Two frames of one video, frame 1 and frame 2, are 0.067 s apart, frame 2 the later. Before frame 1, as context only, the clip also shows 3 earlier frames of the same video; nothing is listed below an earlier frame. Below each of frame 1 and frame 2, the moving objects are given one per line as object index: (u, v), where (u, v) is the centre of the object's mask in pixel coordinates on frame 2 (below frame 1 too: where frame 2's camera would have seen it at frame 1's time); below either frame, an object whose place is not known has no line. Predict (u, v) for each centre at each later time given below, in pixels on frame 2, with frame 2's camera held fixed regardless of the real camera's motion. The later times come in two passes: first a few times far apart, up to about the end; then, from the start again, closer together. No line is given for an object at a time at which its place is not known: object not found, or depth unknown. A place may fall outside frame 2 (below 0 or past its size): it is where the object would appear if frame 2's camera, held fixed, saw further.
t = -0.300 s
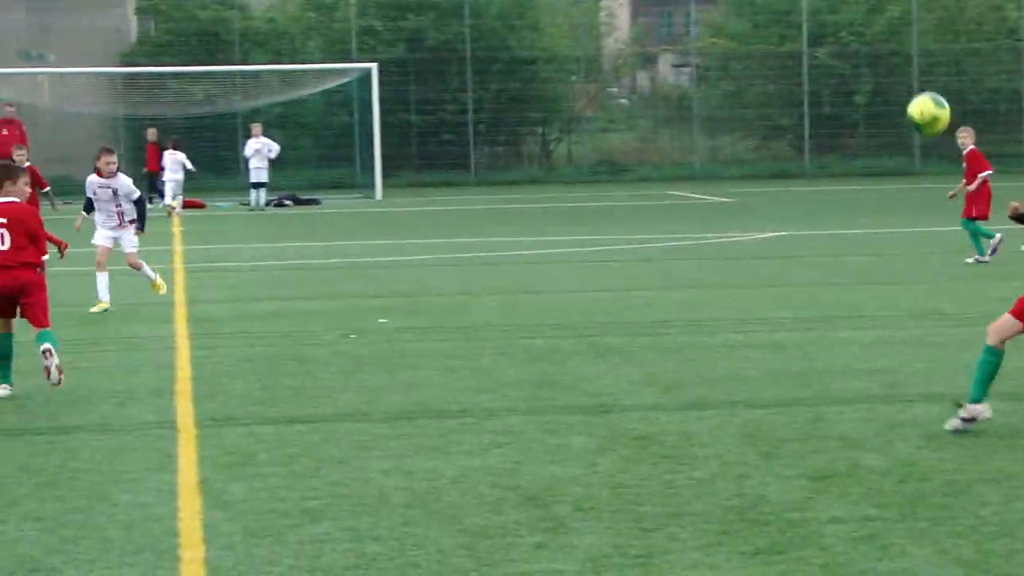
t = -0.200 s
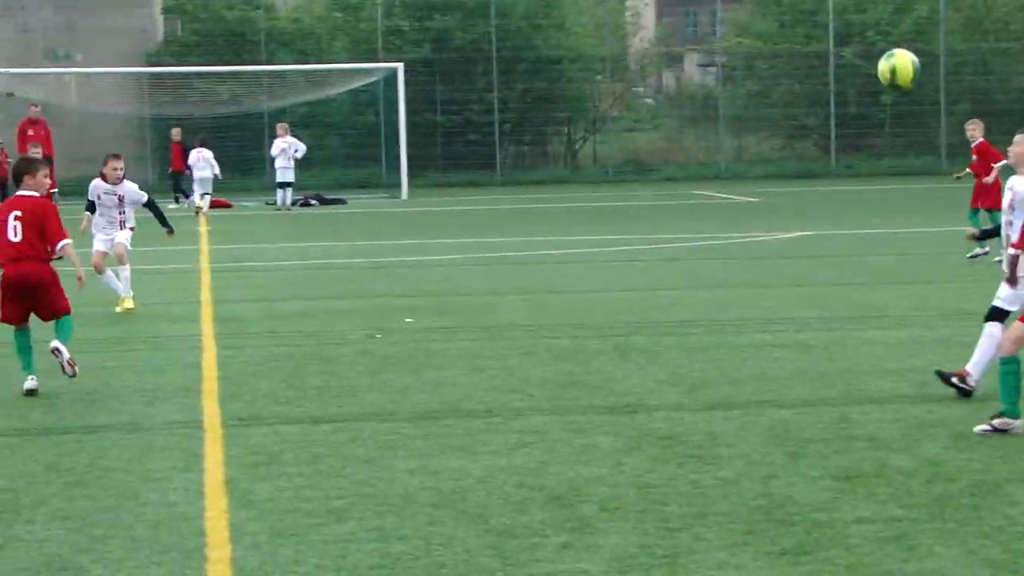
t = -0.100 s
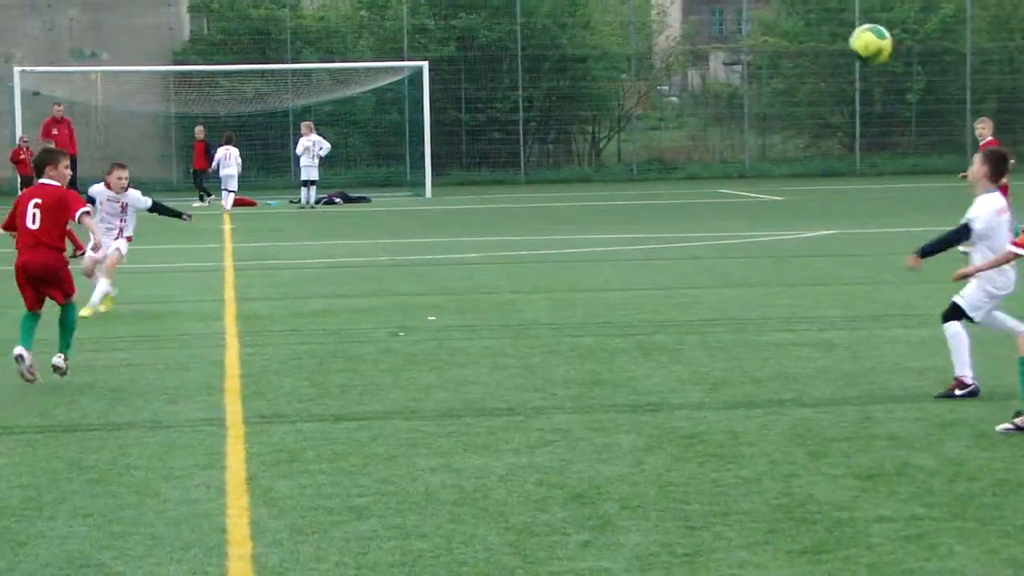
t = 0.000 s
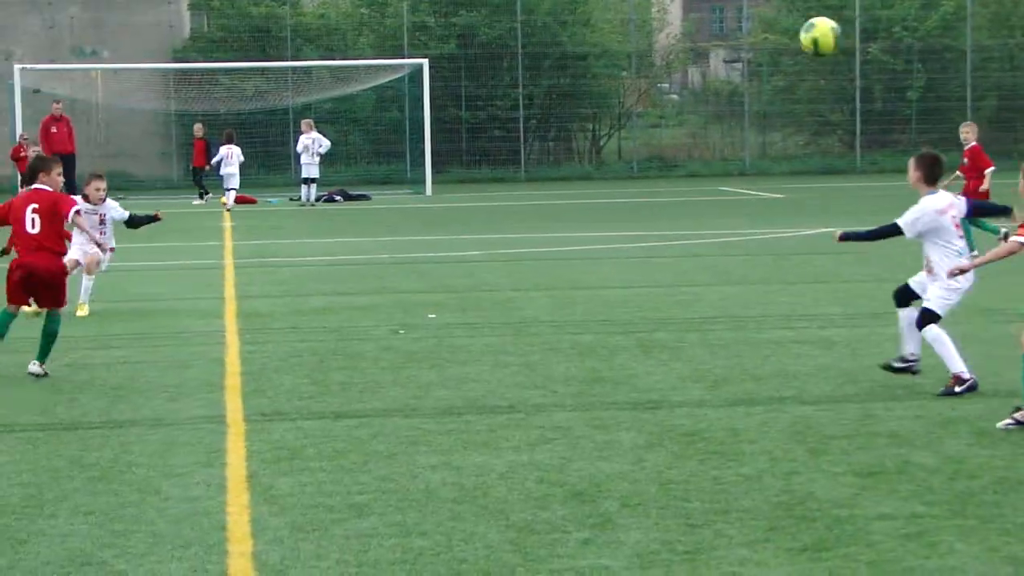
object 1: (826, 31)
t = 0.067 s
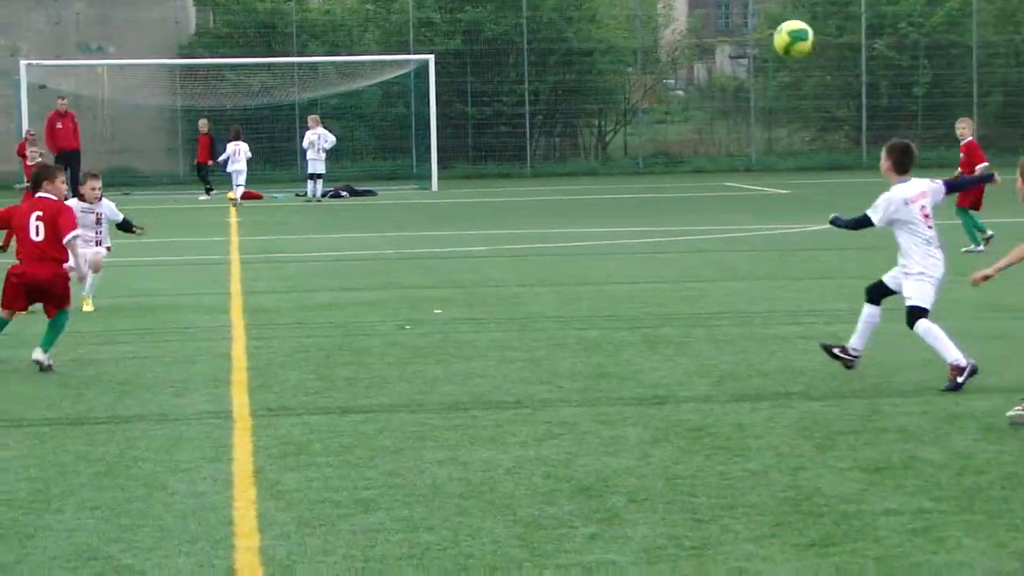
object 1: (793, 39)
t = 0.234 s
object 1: (717, 87)
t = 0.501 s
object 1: (610, 249)
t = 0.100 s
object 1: (777, 45)
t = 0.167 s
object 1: (747, 62)
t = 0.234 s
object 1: (717, 87)
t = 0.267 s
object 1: (703, 102)
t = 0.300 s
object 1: (688, 118)
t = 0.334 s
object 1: (675, 136)
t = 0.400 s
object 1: (648, 177)
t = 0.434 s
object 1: (635, 199)
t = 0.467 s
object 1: (623, 223)
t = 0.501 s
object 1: (610, 249)
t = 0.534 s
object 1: (598, 275)
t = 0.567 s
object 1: (585, 302)
